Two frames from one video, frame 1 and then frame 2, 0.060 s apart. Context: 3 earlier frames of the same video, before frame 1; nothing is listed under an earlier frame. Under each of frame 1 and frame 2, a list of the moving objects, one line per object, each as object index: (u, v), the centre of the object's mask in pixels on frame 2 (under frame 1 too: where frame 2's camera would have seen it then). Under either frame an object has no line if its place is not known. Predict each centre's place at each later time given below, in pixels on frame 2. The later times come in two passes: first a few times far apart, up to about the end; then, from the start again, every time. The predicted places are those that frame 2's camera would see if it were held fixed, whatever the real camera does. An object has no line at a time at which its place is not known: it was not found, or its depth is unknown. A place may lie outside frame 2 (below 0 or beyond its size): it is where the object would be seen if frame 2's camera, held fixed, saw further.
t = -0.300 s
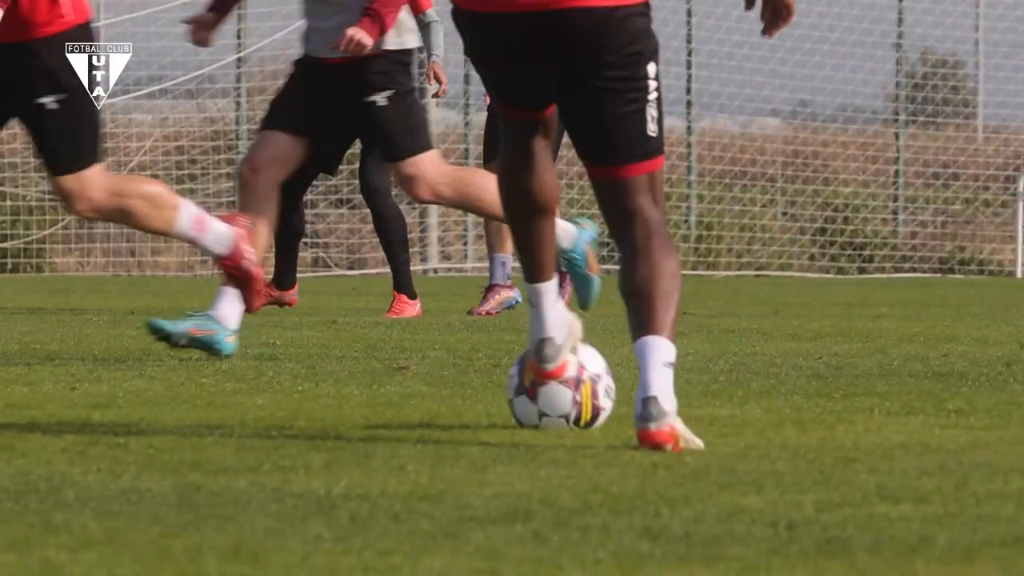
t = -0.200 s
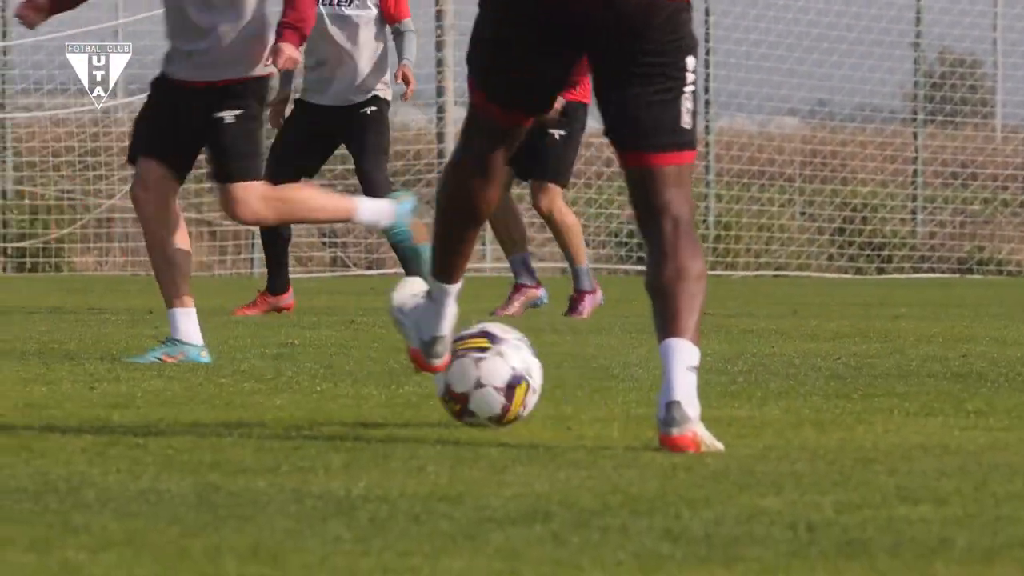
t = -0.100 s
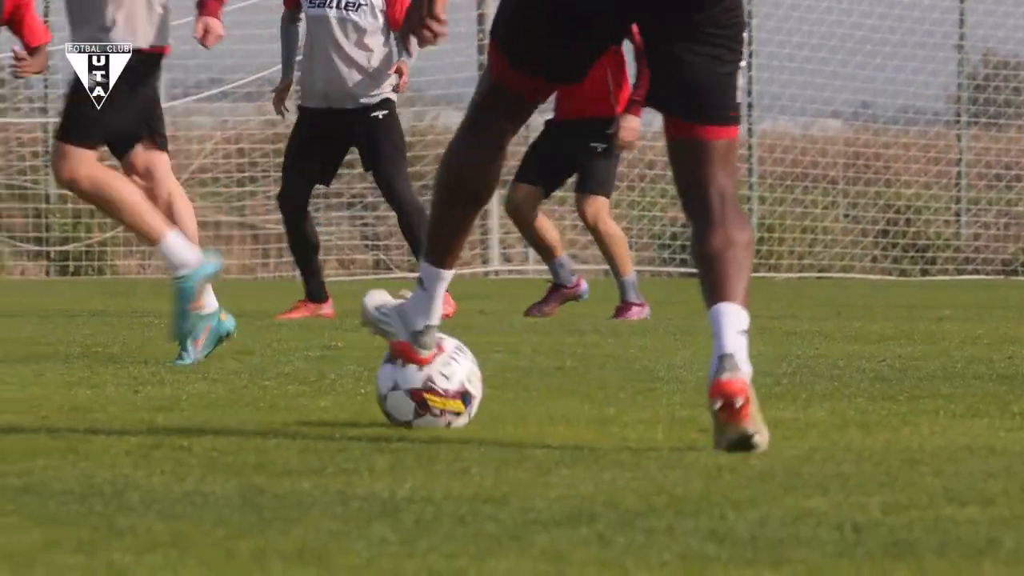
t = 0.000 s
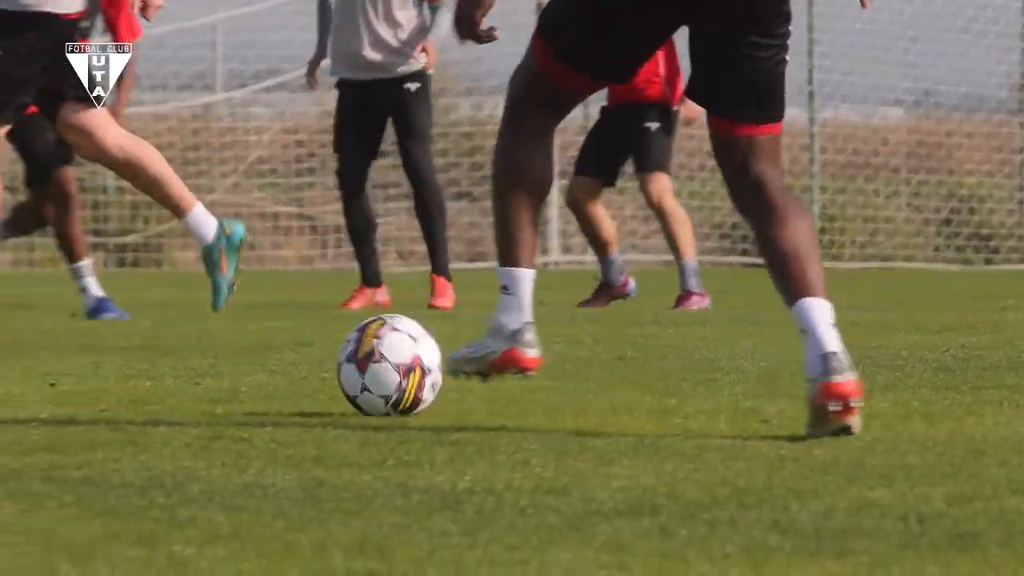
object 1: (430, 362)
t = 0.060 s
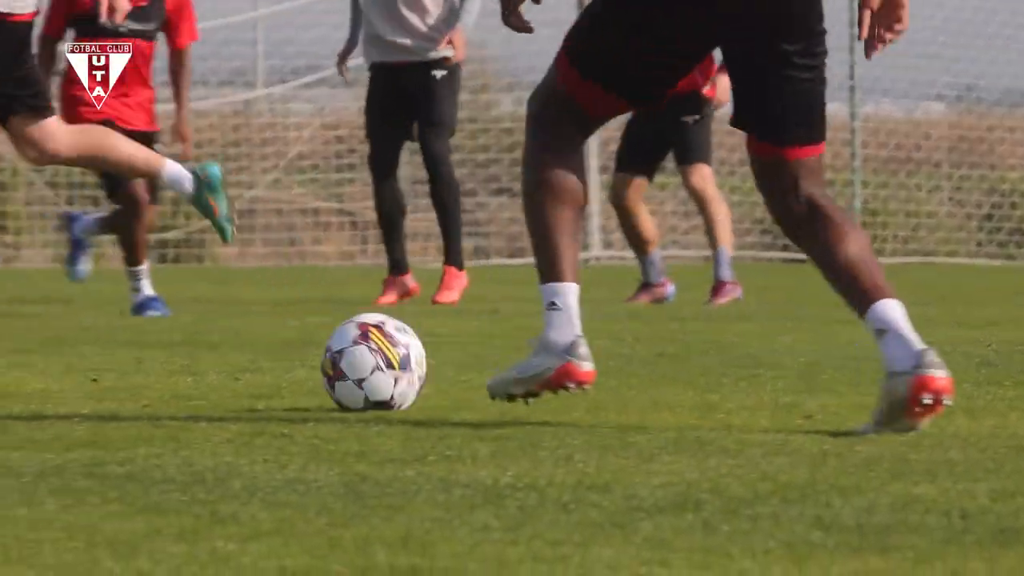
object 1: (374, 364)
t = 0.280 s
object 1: (181, 365)
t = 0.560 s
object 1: (-51, 364)
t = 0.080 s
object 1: (355, 363)
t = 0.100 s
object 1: (337, 361)
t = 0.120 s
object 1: (320, 360)
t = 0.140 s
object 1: (303, 361)
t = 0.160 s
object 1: (286, 363)
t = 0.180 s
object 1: (268, 364)
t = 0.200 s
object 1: (250, 364)
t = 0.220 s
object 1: (233, 364)
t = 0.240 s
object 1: (216, 364)
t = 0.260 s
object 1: (198, 365)
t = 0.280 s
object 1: (181, 365)
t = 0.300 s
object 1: (164, 364)
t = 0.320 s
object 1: (146, 363)
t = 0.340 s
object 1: (129, 362)
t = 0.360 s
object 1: (113, 363)
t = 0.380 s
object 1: (95, 363)
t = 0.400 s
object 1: (79, 362)
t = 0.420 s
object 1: (63, 360)
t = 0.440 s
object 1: (47, 358)
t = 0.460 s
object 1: (31, 359)
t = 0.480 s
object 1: (15, 360)
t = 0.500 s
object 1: (-2, 363)
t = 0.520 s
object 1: (-18, 365)
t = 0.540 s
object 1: (-35, 365)
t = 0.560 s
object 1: (-51, 364)
